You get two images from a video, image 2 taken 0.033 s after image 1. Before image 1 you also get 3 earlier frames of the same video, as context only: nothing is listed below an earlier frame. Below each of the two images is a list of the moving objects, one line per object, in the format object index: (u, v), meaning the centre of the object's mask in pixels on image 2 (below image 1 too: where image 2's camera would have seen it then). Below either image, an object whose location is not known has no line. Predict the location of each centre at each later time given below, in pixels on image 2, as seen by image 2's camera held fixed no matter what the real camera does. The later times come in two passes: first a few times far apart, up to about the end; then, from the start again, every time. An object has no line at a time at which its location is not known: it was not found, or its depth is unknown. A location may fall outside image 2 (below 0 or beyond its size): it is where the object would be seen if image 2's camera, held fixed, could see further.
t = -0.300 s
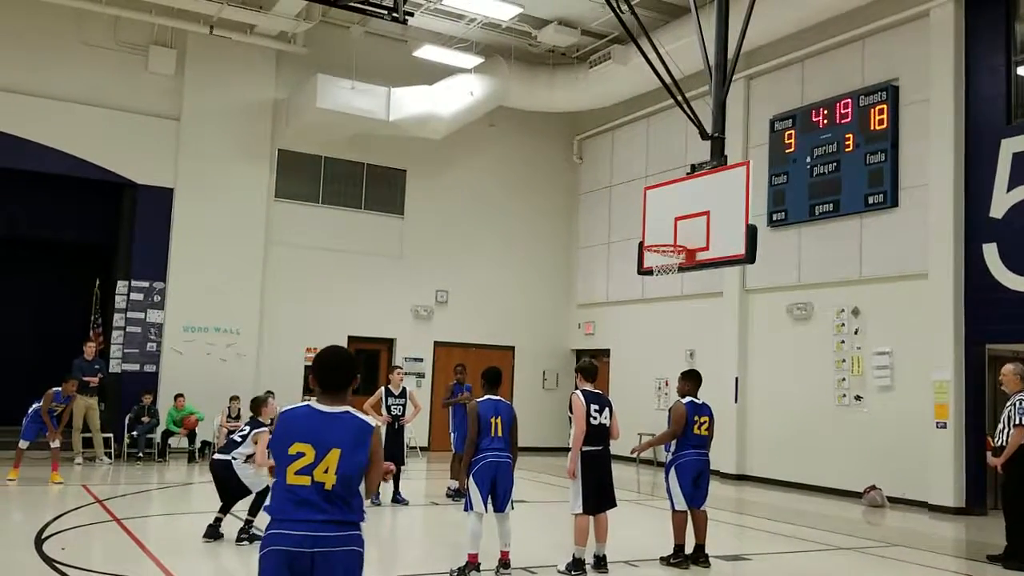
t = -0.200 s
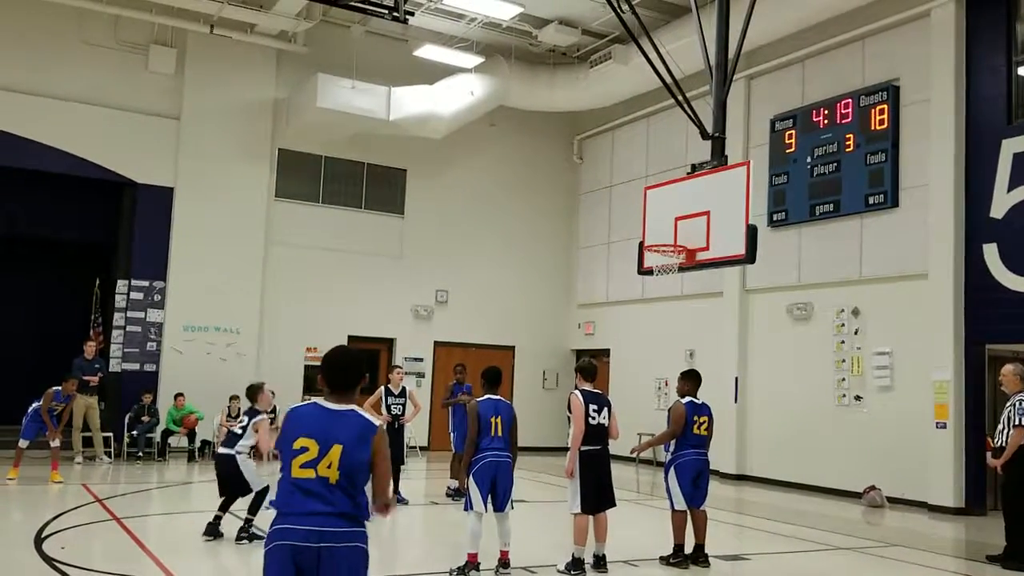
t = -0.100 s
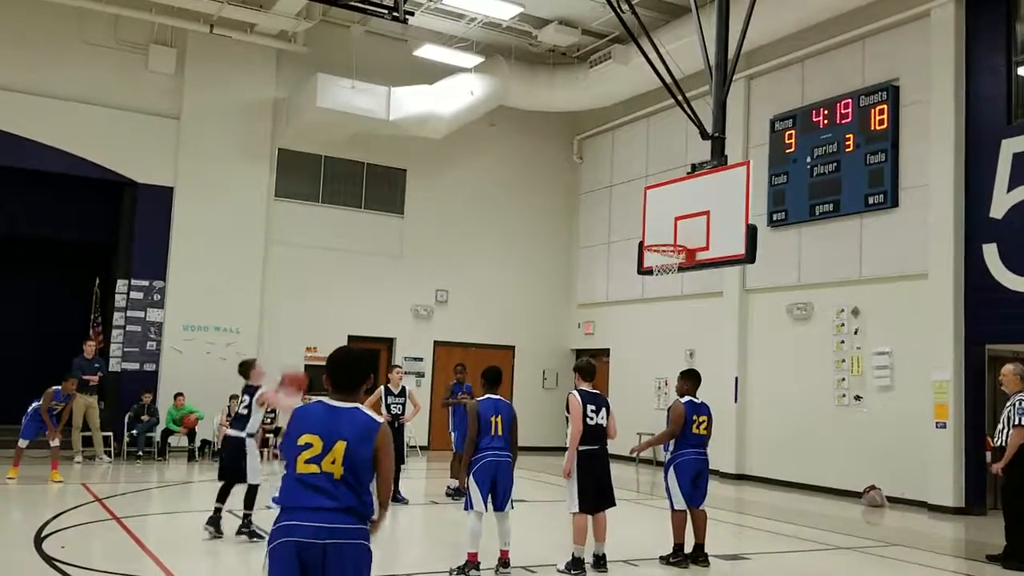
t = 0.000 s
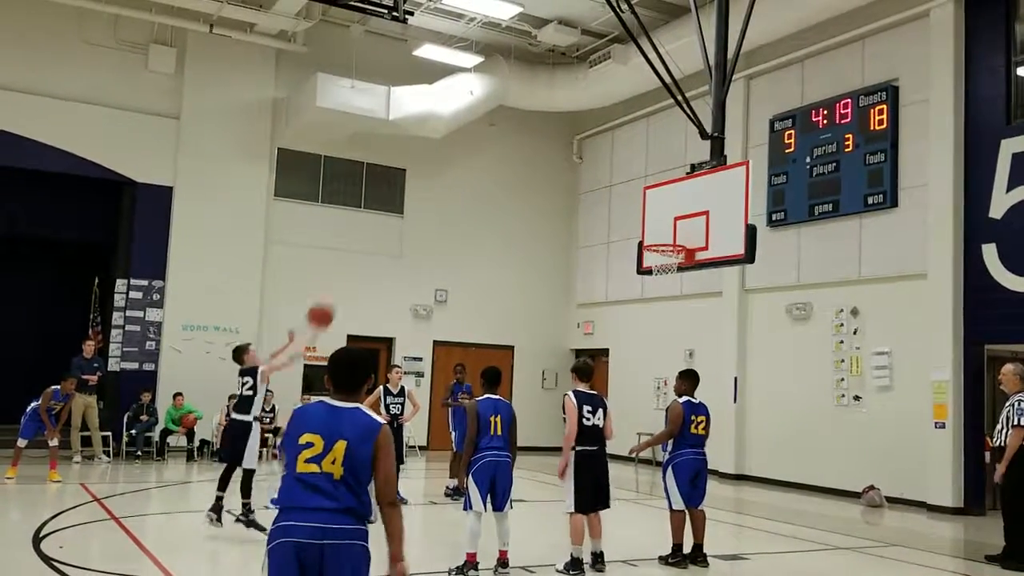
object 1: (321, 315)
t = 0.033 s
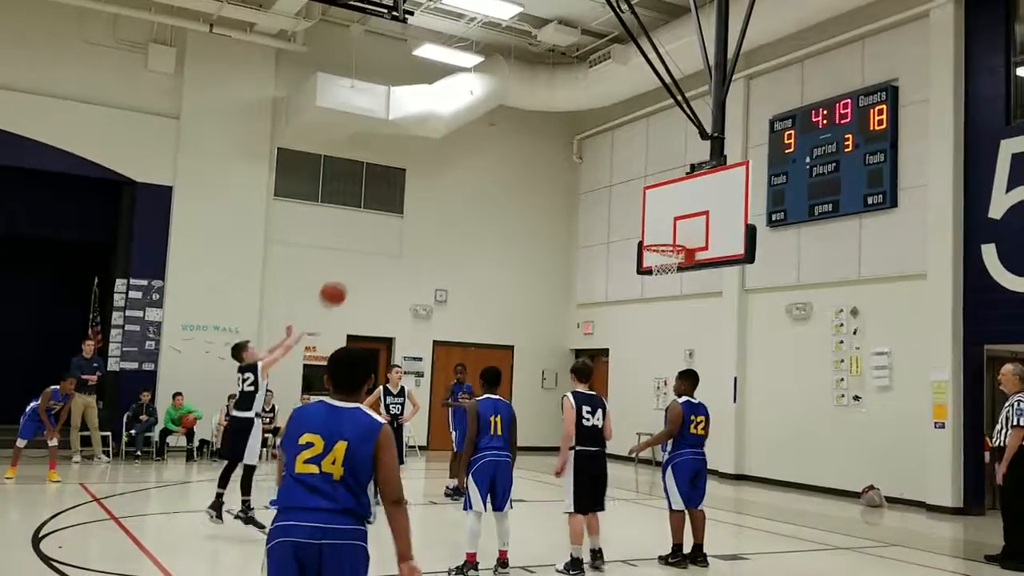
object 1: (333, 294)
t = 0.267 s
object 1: (414, 180)
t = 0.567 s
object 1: (501, 121)
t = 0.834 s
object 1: (566, 138)
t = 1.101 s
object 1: (625, 215)
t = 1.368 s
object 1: (557, 243)
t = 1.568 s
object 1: (473, 281)
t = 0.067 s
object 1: (345, 274)
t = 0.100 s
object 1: (357, 255)
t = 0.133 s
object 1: (370, 238)
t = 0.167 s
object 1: (381, 221)
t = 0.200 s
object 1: (393, 205)
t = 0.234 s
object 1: (402, 192)
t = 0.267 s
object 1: (414, 180)
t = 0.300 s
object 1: (424, 169)
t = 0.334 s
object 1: (434, 160)
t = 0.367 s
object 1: (444, 152)
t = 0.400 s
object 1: (454, 144)
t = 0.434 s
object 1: (463, 137)
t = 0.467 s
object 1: (473, 131)
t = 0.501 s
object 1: (482, 127)
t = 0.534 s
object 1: (492, 123)
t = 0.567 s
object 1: (501, 121)
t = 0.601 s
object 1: (509, 119)
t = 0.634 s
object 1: (517, 117)
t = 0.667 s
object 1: (525, 118)
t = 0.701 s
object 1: (534, 121)
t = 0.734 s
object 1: (543, 124)
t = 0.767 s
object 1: (551, 127)
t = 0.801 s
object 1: (558, 133)
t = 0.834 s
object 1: (566, 138)
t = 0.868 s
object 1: (573, 144)
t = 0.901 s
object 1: (581, 153)
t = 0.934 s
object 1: (590, 160)
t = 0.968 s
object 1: (597, 169)
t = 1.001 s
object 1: (604, 180)
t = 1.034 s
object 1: (611, 191)
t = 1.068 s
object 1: (618, 202)
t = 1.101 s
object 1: (625, 215)
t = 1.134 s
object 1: (632, 230)
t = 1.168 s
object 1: (633, 241)
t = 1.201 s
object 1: (622, 238)
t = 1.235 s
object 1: (609, 237)
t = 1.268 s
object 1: (596, 237)
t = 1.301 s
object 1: (583, 238)
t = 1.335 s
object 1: (570, 240)
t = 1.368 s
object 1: (557, 243)
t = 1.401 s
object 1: (543, 247)
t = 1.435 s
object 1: (529, 252)
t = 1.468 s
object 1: (515, 257)
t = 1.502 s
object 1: (501, 264)
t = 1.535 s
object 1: (487, 272)
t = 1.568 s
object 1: (473, 281)
